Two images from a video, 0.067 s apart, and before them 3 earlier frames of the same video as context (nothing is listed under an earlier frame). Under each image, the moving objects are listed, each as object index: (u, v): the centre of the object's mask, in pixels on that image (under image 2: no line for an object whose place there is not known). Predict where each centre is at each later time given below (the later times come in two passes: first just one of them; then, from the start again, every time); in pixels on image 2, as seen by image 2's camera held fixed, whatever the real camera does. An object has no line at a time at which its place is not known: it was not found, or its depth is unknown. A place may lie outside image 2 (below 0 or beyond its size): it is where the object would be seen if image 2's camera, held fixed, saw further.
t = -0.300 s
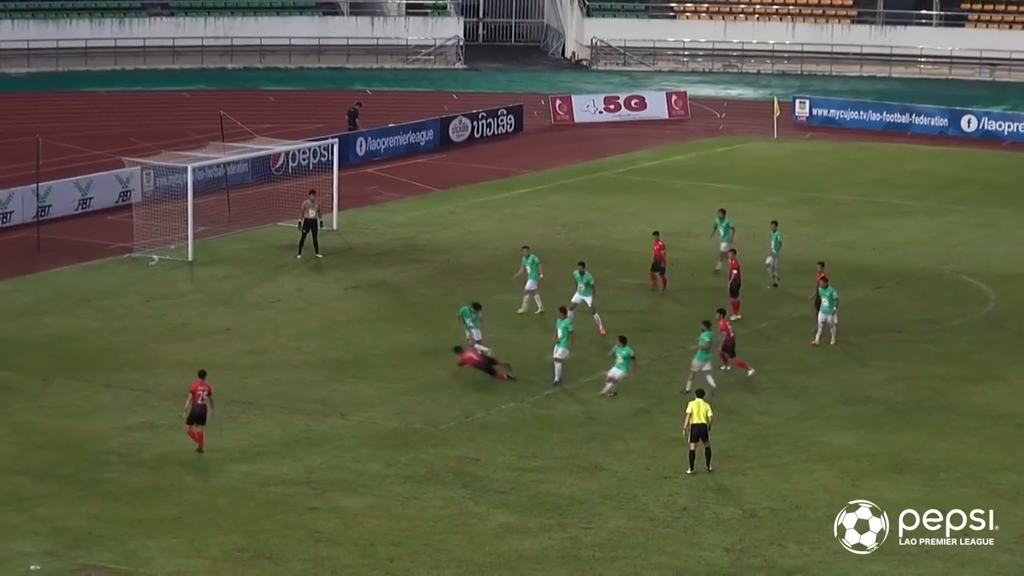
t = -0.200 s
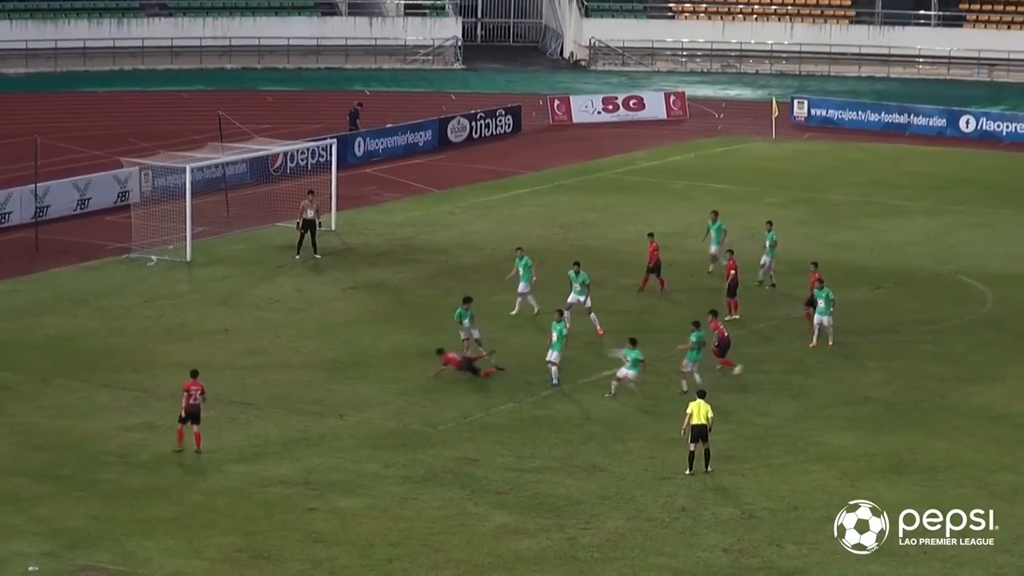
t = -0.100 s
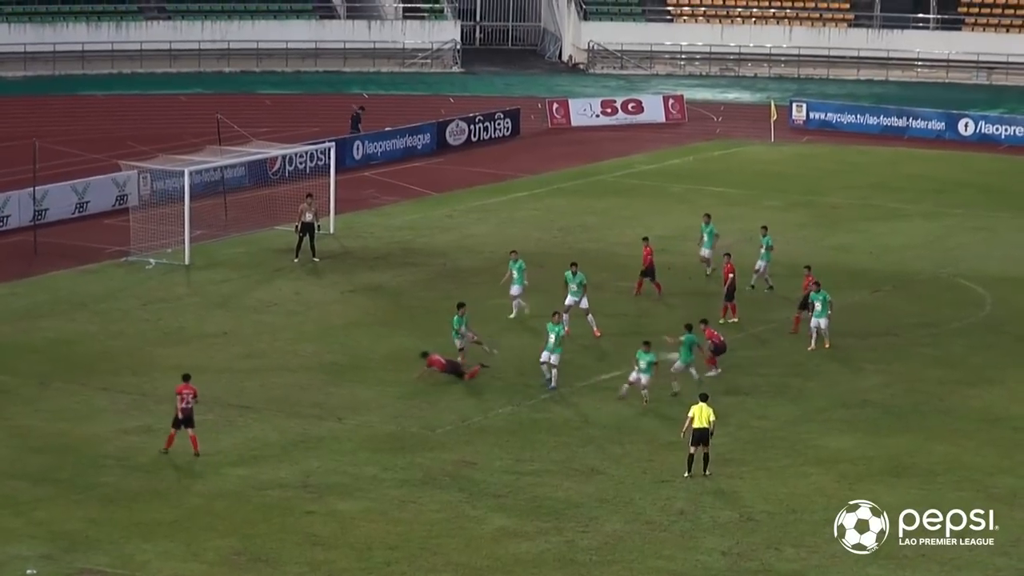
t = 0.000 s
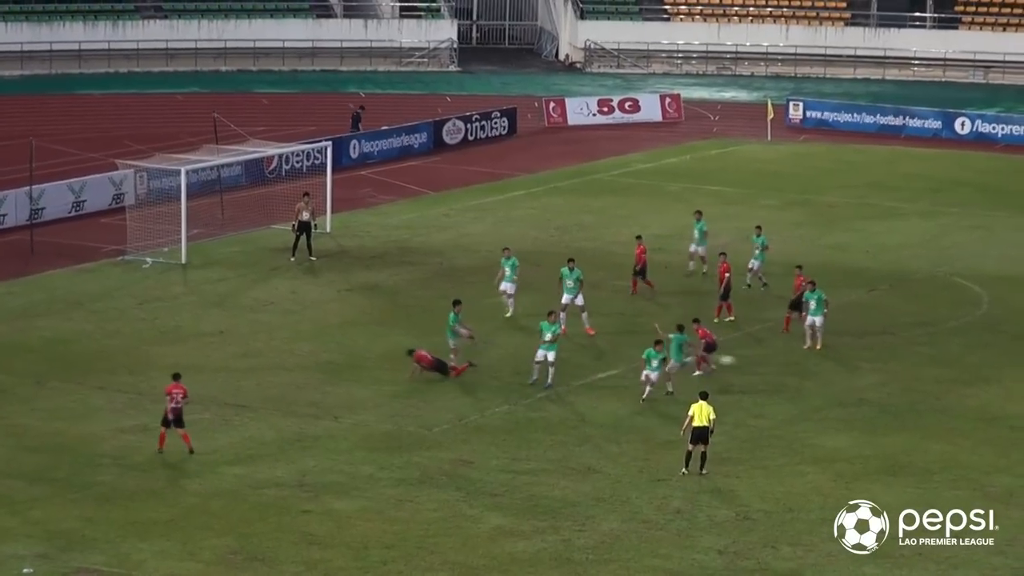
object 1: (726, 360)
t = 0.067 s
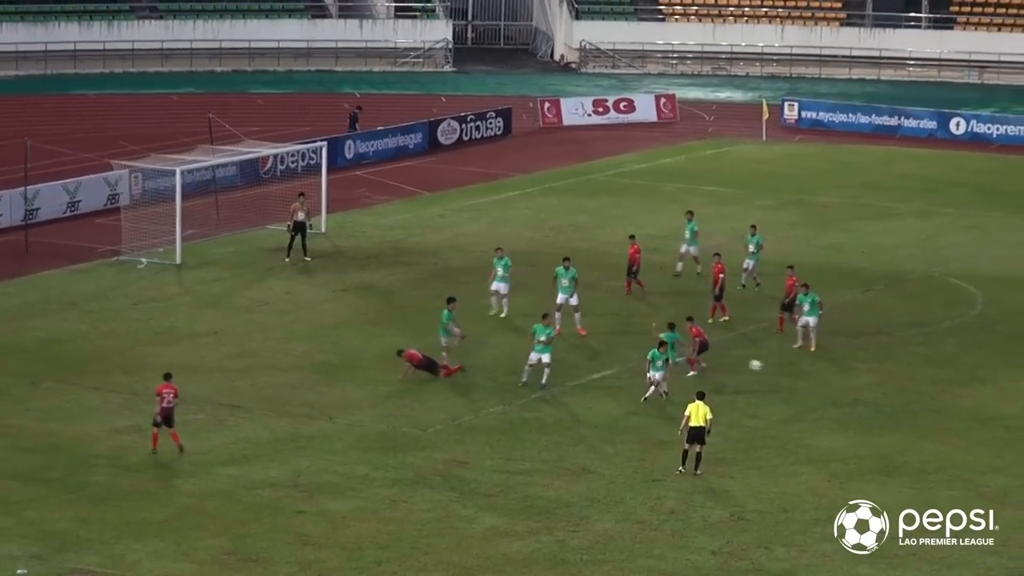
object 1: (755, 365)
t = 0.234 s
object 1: (846, 385)
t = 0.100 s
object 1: (774, 368)
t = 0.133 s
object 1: (792, 371)
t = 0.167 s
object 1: (810, 375)
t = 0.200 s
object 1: (828, 379)
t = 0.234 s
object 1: (846, 385)
